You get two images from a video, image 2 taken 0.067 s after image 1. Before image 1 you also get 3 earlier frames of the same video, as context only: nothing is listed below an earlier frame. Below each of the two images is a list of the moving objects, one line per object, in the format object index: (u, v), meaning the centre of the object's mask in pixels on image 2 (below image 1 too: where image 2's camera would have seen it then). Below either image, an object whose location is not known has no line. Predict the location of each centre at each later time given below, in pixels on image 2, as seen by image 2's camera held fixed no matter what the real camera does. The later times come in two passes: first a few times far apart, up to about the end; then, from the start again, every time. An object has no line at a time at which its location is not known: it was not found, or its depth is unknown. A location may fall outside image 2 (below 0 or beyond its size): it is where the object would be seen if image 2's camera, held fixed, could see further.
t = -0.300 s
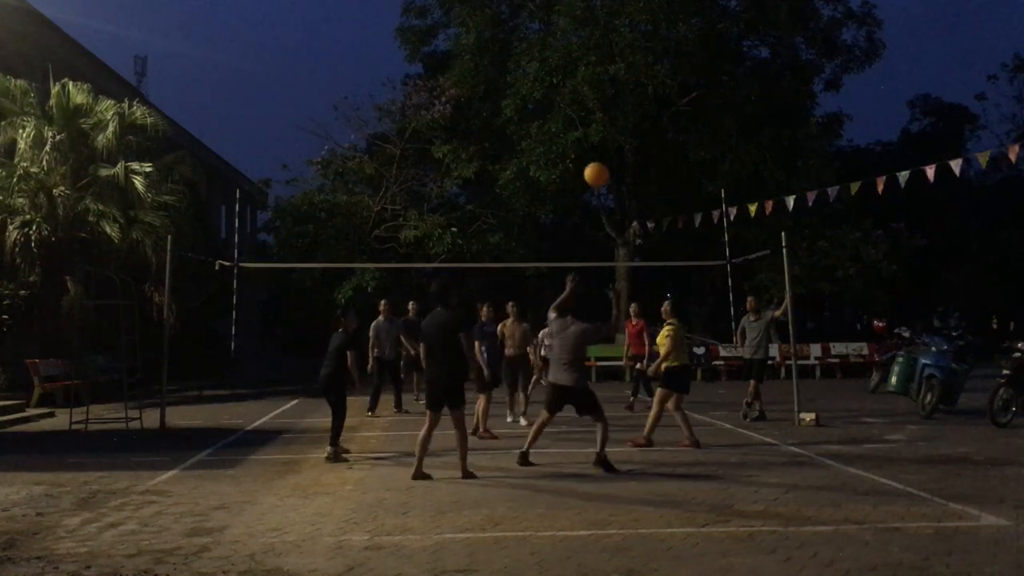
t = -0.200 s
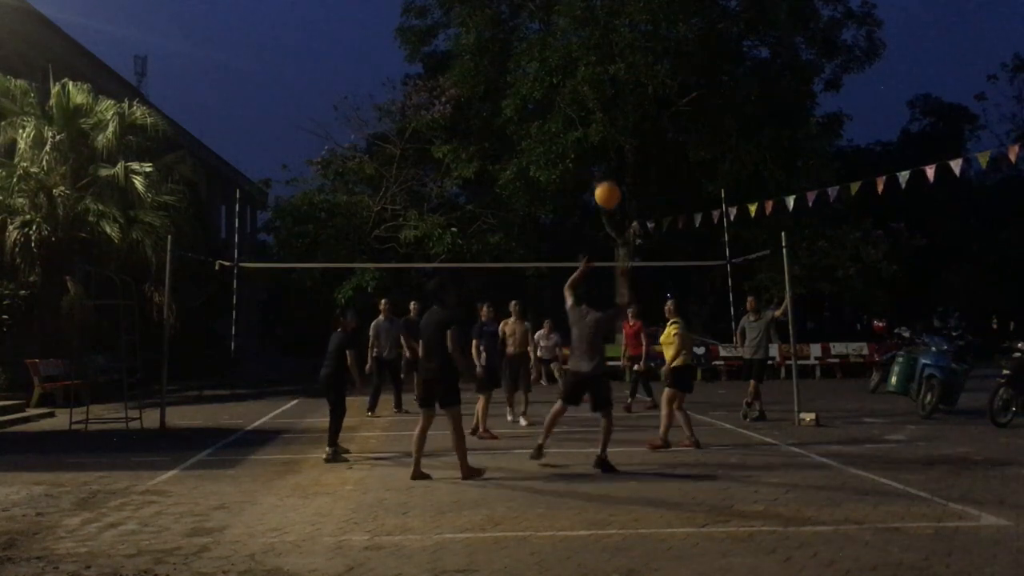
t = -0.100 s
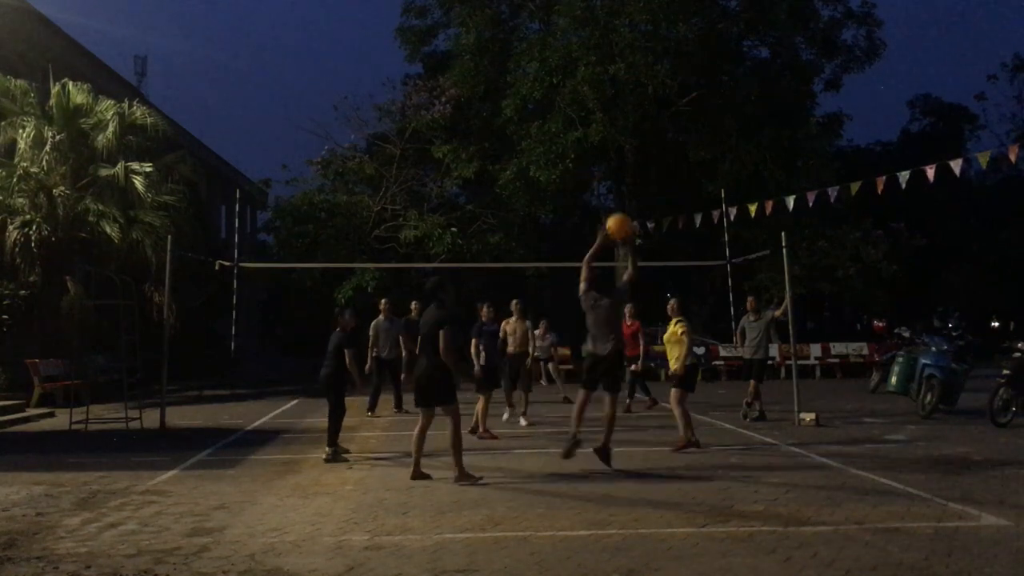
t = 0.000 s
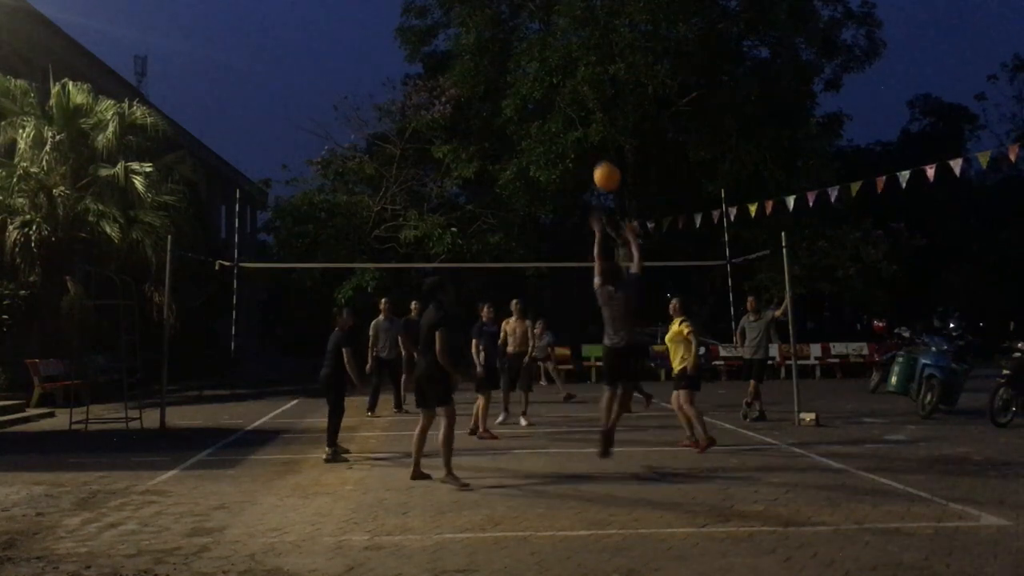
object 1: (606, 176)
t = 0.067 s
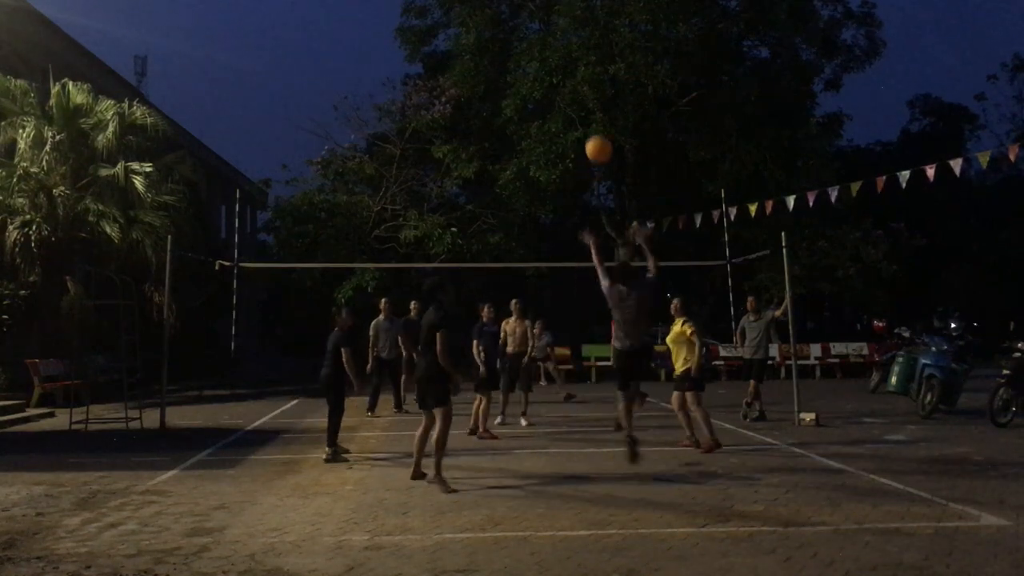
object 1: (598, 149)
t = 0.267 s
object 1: (576, 98)
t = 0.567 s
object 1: (549, 100)
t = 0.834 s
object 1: (528, 168)
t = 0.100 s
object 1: (595, 138)
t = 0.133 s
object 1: (591, 127)
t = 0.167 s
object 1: (587, 118)
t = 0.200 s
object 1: (584, 111)
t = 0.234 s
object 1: (579, 103)
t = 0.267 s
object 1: (576, 98)
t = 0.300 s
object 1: (573, 94)
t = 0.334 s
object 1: (569, 91)
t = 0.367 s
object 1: (566, 89)
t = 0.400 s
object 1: (563, 89)
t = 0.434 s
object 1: (560, 89)
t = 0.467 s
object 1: (557, 90)
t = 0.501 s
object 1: (555, 92)
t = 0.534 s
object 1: (551, 96)
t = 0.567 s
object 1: (549, 100)
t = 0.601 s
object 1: (546, 105)
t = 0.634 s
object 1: (543, 111)
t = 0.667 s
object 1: (540, 118)
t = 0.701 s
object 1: (538, 127)
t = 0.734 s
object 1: (536, 136)
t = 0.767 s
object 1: (533, 146)
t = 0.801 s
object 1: (530, 156)
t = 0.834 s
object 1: (528, 168)
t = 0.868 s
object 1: (525, 180)
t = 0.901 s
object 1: (523, 194)
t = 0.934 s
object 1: (521, 206)
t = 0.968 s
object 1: (519, 222)
